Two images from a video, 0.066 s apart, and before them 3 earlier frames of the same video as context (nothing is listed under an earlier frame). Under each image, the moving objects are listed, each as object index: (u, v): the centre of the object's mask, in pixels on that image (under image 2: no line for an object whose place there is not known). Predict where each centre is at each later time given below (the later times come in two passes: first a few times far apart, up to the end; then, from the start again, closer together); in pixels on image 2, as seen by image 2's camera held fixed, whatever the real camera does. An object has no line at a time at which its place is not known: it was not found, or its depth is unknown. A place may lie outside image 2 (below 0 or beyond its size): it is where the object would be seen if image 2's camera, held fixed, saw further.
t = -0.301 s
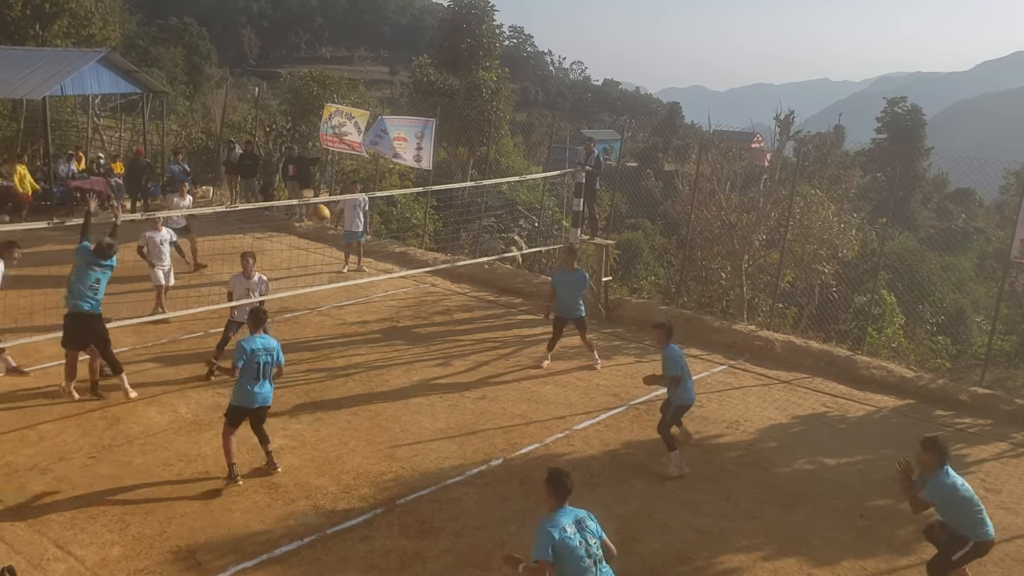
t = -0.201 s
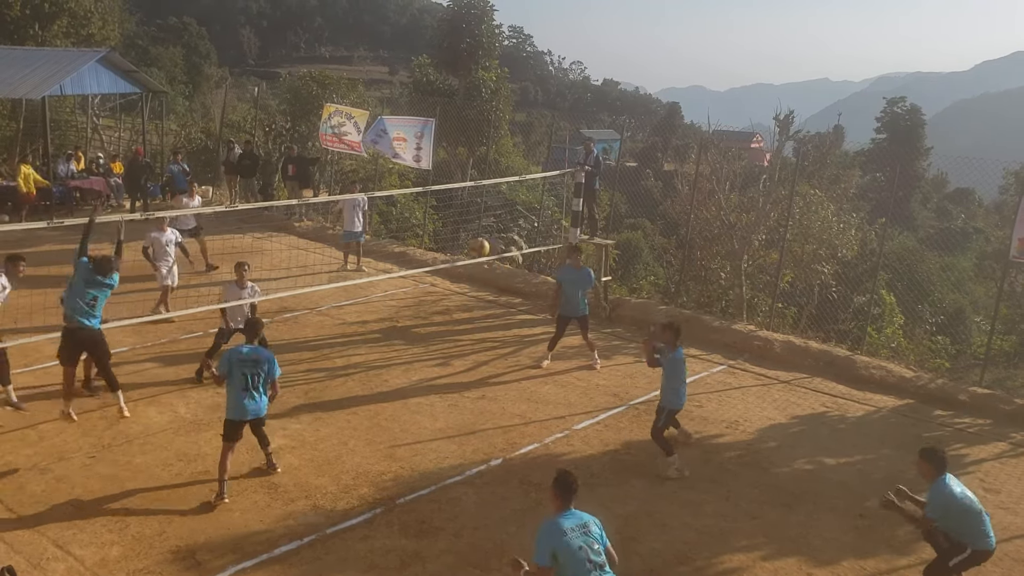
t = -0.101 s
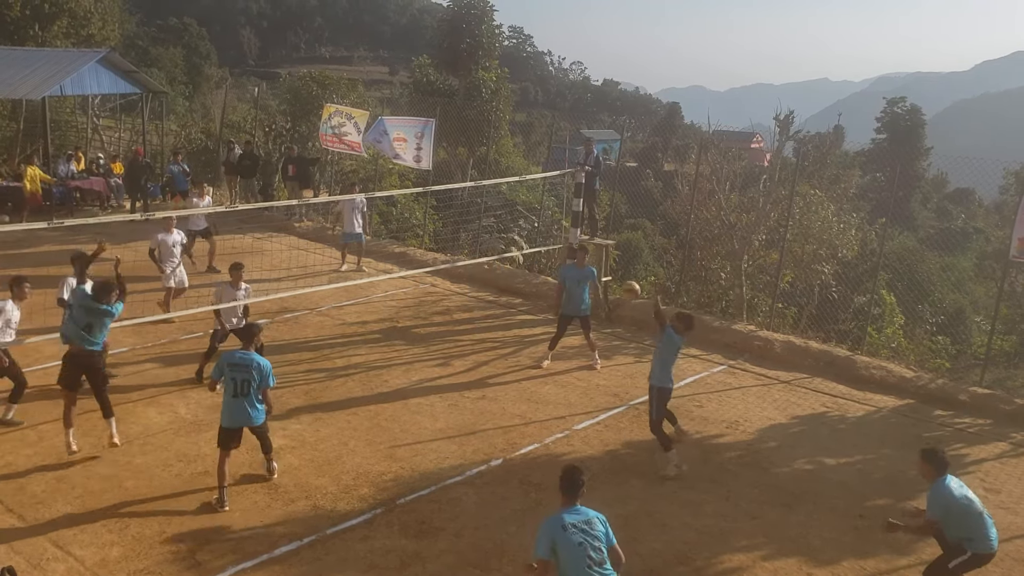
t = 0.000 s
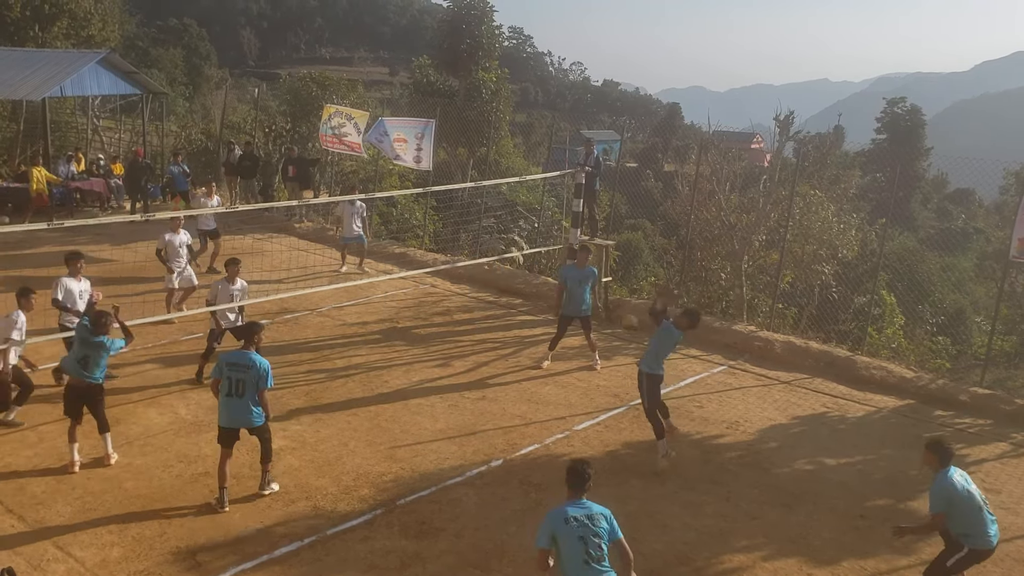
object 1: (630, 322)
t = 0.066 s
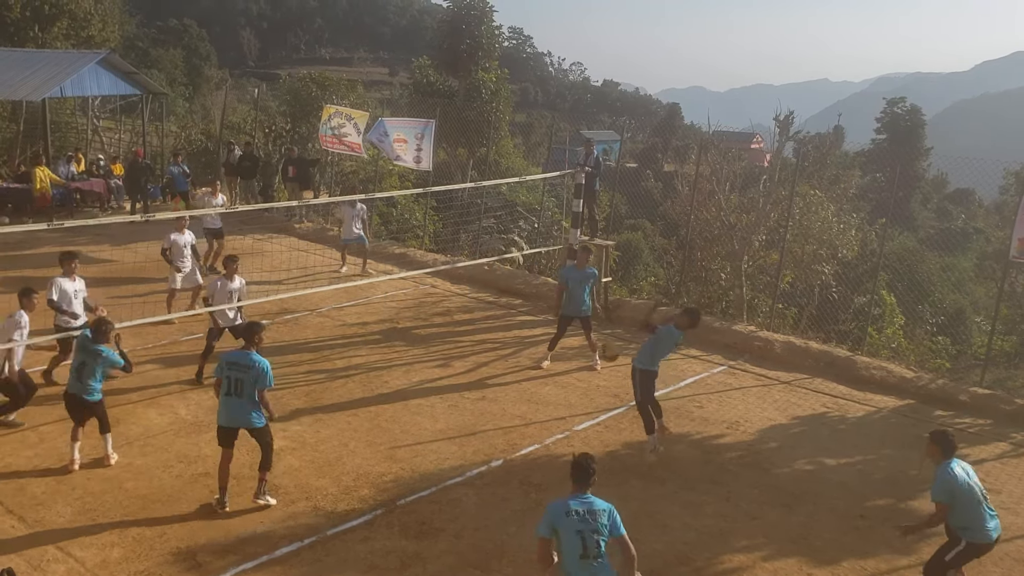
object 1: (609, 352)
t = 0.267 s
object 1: (551, 462)
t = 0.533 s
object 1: (450, 437)
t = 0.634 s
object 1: (405, 417)
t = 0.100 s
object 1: (600, 367)
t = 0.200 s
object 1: (570, 420)
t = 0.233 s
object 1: (560, 441)
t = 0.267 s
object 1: (551, 462)
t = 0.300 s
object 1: (539, 487)
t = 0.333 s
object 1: (529, 505)
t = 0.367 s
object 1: (517, 490)
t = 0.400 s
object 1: (506, 476)
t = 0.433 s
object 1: (491, 465)
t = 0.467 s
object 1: (478, 455)
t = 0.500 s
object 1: (464, 445)
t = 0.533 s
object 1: (450, 437)
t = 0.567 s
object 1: (435, 429)
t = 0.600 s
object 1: (421, 422)
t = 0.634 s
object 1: (405, 417)
